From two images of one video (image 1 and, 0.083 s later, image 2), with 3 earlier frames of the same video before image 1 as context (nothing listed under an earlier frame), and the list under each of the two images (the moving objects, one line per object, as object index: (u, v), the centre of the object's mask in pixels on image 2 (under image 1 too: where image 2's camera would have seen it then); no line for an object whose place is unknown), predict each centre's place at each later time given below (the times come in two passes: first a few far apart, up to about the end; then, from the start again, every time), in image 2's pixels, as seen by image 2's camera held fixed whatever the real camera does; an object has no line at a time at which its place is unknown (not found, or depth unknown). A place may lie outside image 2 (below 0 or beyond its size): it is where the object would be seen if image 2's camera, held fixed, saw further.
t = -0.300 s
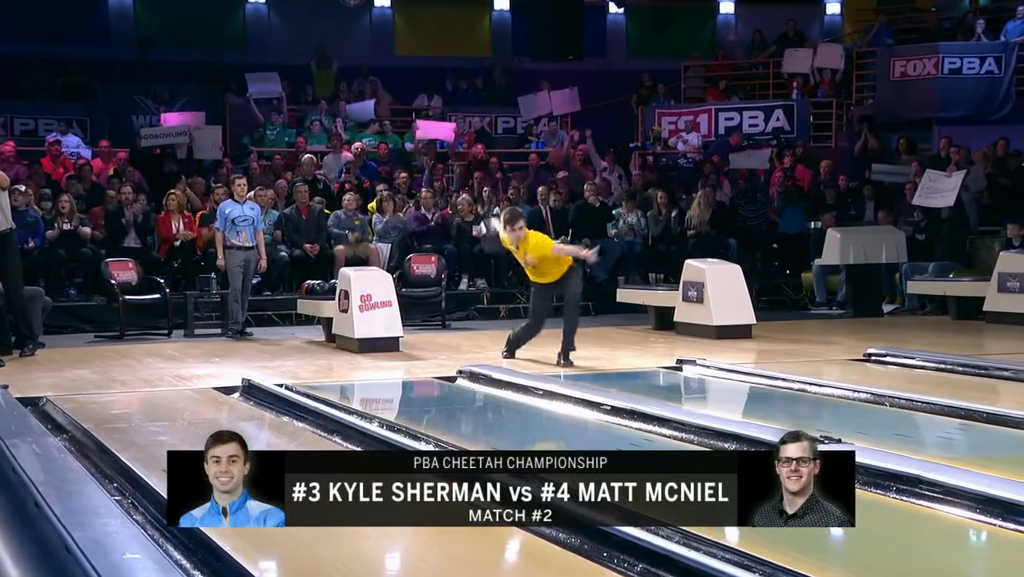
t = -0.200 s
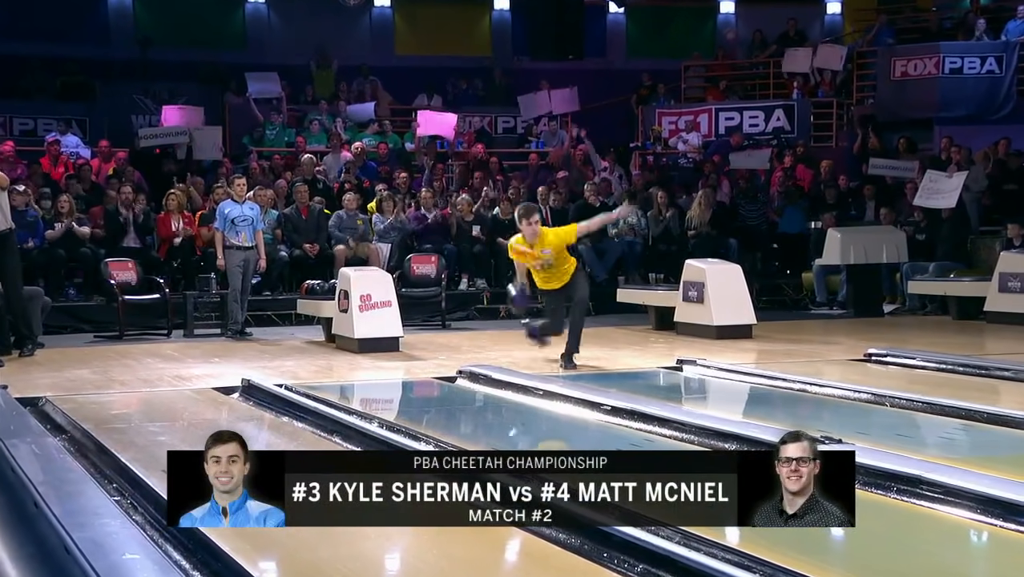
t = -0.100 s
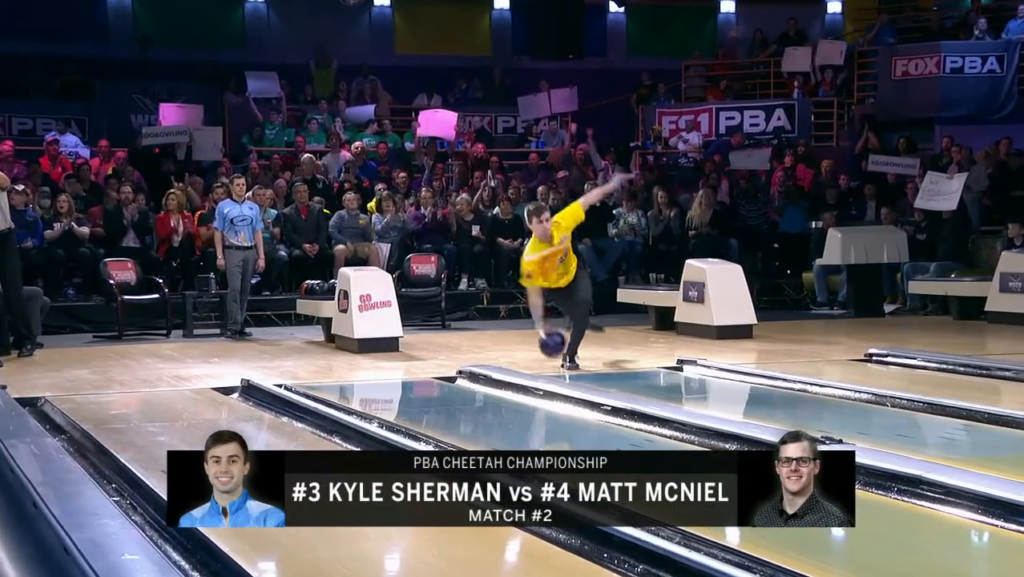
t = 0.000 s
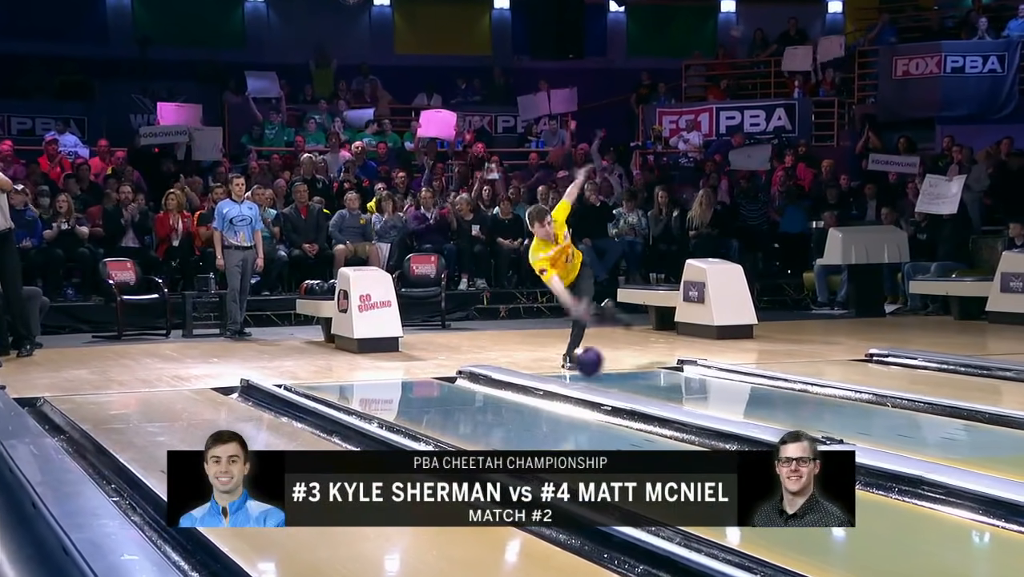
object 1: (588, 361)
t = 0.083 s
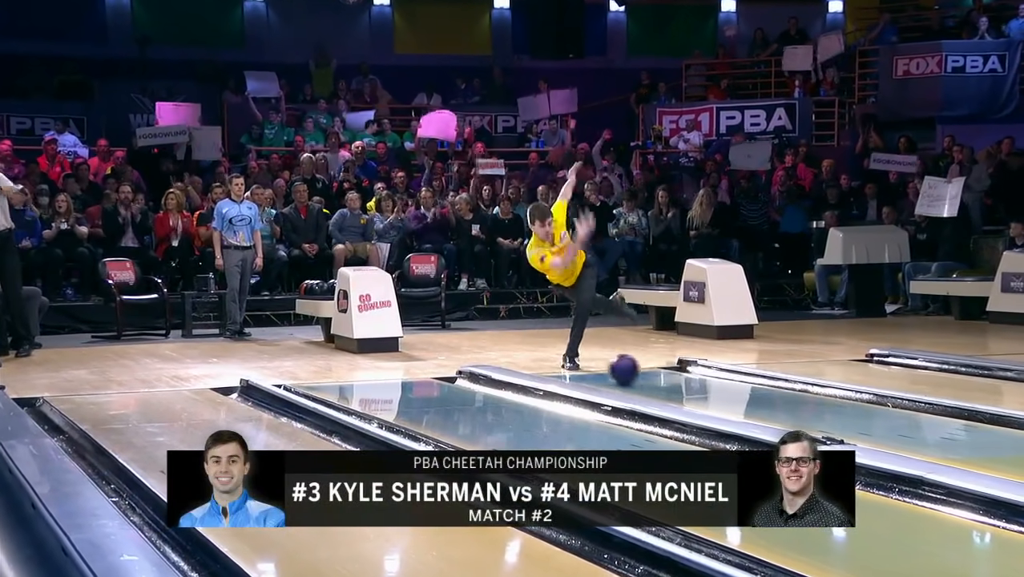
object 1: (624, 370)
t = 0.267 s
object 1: (717, 388)
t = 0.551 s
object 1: (924, 429)
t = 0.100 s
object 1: (631, 371)
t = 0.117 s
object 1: (639, 373)
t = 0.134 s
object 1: (647, 374)
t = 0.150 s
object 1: (655, 376)
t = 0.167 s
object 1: (663, 378)
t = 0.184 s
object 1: (671, 380)
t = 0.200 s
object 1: (680, 381)
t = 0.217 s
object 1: (688, 383)
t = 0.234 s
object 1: (697, 385)
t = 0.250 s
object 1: (707, 386)
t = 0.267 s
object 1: (717, 388)
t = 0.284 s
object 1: (726, 390)
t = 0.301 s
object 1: (737, 392)
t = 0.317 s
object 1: (748, 394)
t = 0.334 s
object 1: (758, 397)
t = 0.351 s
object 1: (769, 399)
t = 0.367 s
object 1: (780, 400)
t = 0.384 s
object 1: (790, 402)
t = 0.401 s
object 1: (801, 404)
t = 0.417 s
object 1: (815, 406)
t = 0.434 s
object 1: (827, 410)
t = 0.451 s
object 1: (839, 411)
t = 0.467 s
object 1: (852, 414)
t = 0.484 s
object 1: (866, 416)
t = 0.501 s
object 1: (880, 418)
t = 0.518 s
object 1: (894, 422)
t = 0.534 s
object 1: (909, 425)
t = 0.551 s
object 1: (924, 429)
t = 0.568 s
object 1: (941, 432)
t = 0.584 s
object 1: (959, 435)
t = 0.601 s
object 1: (975, 439)
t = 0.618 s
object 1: (993, 443)
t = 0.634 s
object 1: (1002, 445)
